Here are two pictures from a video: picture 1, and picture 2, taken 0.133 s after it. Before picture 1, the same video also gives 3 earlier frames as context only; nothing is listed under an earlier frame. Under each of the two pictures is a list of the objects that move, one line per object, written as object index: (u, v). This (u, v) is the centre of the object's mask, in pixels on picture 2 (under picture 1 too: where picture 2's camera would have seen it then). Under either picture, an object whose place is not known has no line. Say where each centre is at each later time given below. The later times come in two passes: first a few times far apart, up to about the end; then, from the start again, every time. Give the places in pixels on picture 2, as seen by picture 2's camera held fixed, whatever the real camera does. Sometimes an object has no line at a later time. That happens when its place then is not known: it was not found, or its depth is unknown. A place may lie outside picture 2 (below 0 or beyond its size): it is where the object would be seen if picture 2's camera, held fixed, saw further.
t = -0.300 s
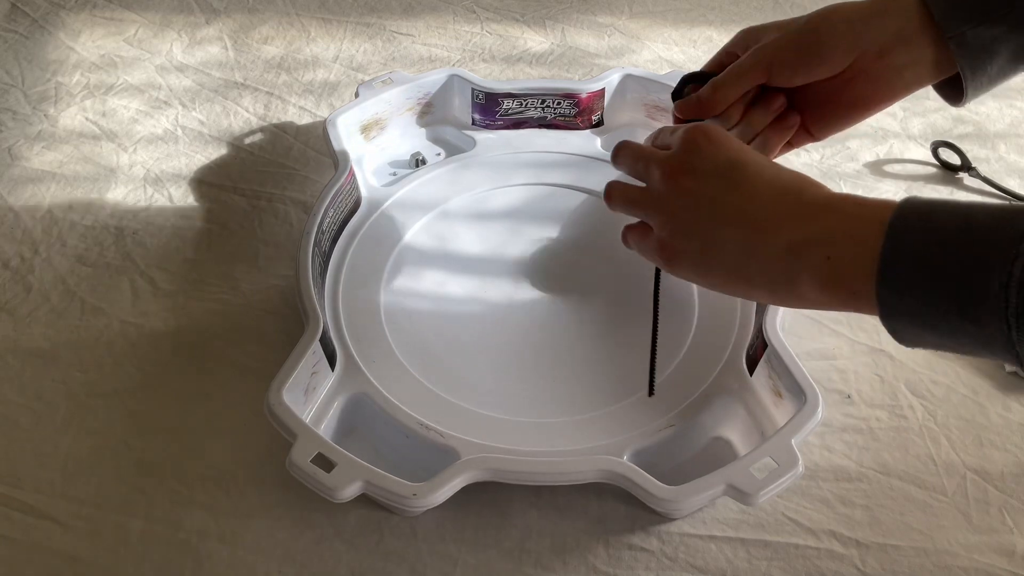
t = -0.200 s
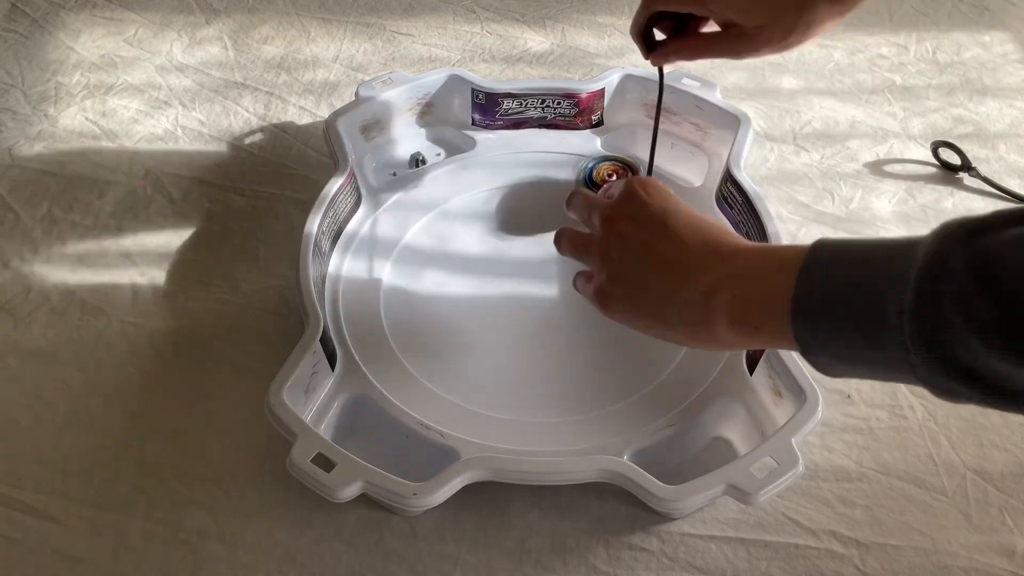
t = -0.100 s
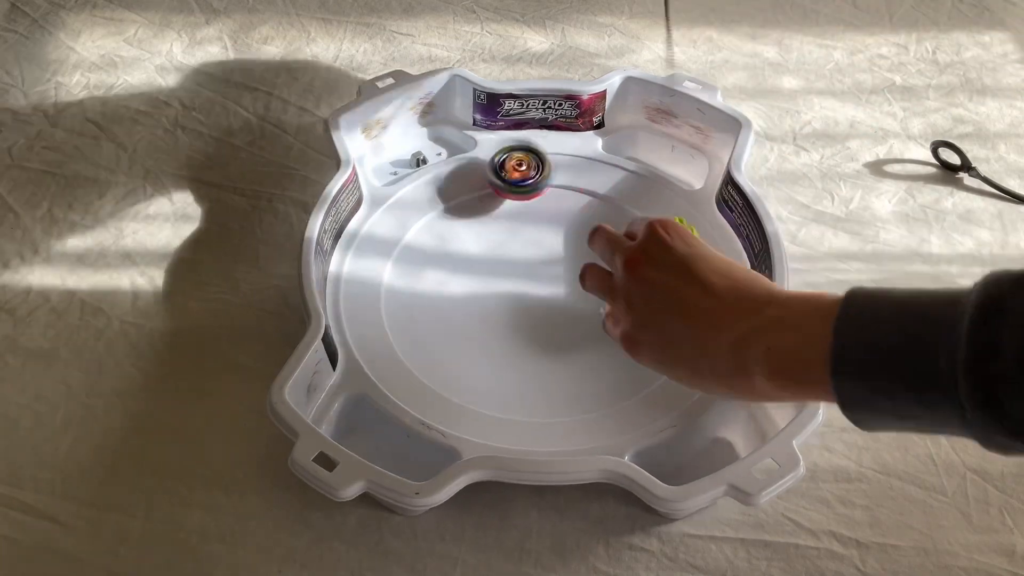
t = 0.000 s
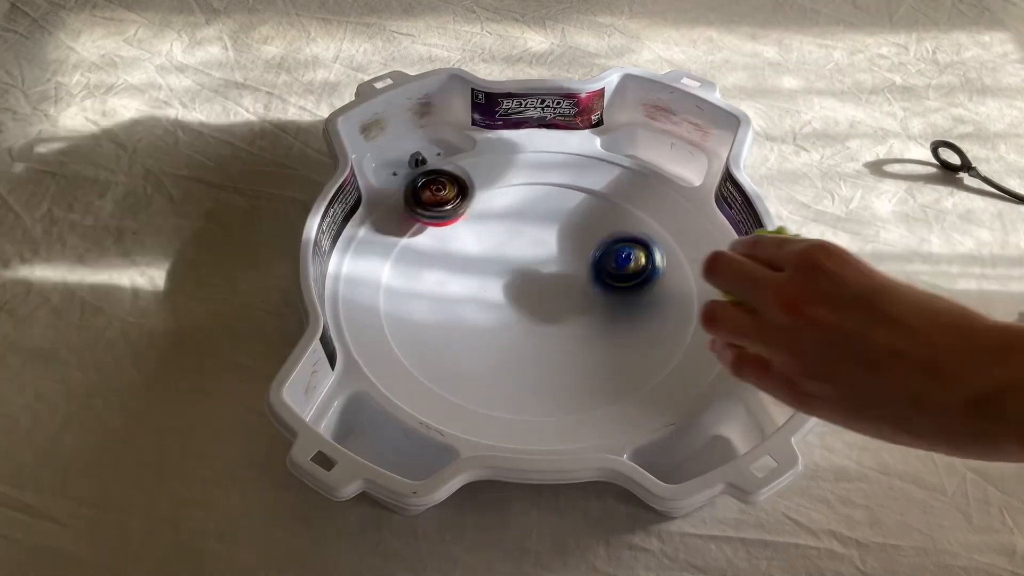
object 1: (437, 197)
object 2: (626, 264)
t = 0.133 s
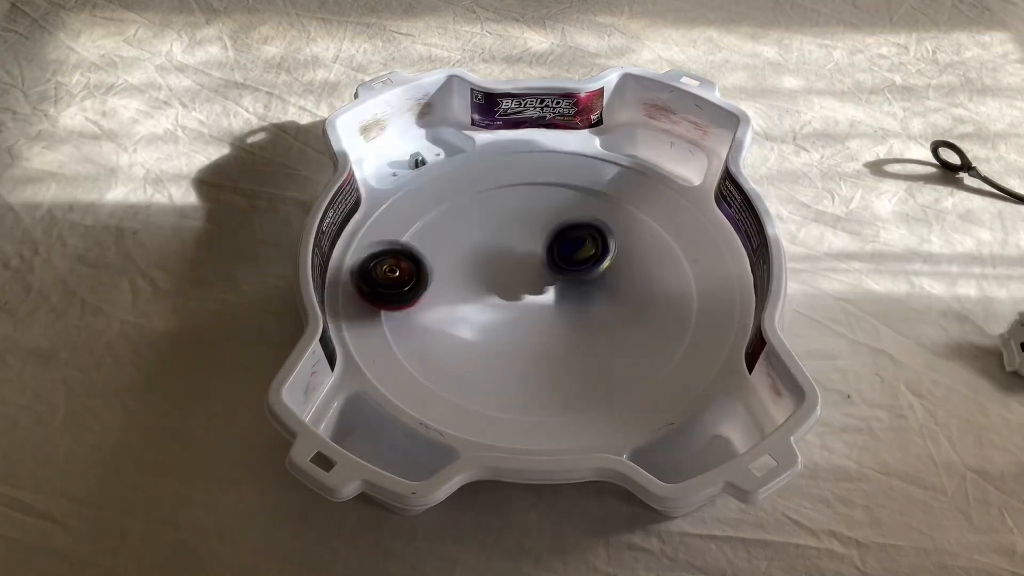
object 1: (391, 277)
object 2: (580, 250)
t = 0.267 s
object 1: (456, 361)
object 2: (526, 265)
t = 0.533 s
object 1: (686, 306)
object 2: (482, 335)
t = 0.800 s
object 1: (559, 169)
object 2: (568, 339)
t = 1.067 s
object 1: (392, 263)
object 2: (616, 274)
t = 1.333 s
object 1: (562, 375)
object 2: (446, 251)
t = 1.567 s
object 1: (684, 253)
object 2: (404, 319)
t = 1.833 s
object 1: (506, 170)
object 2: (598, 364)
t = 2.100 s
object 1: (404, 294)
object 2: (627, 187)
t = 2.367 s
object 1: (607, 352)
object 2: (394, 273)
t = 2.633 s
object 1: (643, 202)
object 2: (659, 352)
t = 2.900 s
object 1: (459, 186)
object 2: (530, 168)
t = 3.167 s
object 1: (494, 380)
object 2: (500, 292)
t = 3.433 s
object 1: (645, 322)
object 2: (616, 271)
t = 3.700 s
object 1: (578, 241)
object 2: (629, 174)
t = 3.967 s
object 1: (441, 278)
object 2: (603, 205)
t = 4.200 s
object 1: (469, 356)
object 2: (597, 288)
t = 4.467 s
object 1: (549, 327)
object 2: (685, 259)
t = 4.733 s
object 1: (470, 247)
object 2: (563, 211)
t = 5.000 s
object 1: (405, 252)
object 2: (559, 290)
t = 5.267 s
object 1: (460, 267)
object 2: (655, 280)
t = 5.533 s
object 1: (440, 194)
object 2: (667, 223)
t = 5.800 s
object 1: (428, 246)
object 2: (625, 321)
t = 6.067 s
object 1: (521, 229)
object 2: (504, 321)
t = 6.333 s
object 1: (550, 179)
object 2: (459, 274)
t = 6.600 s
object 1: (544, 193)
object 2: (493, 265)
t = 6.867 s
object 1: (600, 236)
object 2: (443, 273)
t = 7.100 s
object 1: (626, 237)
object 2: (414, 260)
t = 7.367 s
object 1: (578, 285)
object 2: (503, 242)
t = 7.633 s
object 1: (572, 330)
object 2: (546, 179)
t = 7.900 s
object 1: (543, 301)
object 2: (537, 211)
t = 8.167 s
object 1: (466, 310)
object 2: (604, 267)
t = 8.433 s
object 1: (488, 309)
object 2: (607, 255)
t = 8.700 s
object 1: (418, 224)
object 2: (681, 293)
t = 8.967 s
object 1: (471, 222)
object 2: (592, 298)
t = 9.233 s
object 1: (541, 216)
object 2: (459, 289)
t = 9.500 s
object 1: (600, 229)
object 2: (469, 281)
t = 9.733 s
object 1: (623, 265)
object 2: (533, 261)
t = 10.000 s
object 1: (594, 309)
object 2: (568, 221)
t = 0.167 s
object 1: (397, 301)
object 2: (566, 250)
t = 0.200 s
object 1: (409, 324)
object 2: (552, 254)
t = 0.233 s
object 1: (429, 343)
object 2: (539, 258)
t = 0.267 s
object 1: (456, 361)
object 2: (526, 265)
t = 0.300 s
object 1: (488, 373)
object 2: (514, 273)
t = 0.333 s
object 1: (522, 379)
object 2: (503, 281)
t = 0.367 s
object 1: (557, 380)
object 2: (495, 290)
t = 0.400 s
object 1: (591, 374)
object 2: (486, 301)
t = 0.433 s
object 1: (622, 364)
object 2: (482, 309)
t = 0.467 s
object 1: (650, 349)
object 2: (479, 317)
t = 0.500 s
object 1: (671, 329)
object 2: (479, 328)
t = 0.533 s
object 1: (686, 306)
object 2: (482, 335)
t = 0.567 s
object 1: (694, 282)
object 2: (486, 341)
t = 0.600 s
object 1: (688, 259)
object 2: (493, 345)
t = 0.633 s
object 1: (677, 236)
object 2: (502, 348)
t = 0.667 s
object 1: (662, 216)
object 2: (515, 348)
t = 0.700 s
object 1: (643, 198)
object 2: (527, 348)
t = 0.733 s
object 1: (617, 185)
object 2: (541, 346)
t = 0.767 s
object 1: (589, 175)
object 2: (556, 344)
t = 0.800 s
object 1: (559, 169)
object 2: (568, 339)
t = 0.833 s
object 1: (530, 169)
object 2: (582, 334)
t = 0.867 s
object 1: (502, 172)
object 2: (595, 327)
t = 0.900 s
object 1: (477, 179)
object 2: (606, 321)
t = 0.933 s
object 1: (450, 190)
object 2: (619, 316)
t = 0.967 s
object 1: (428, 204)
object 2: (628, 306)
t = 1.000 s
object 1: (411, 221)
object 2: (630, 295)
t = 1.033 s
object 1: (399, 241)
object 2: (625, 284)
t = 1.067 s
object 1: (392, 263)
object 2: (616, 274)
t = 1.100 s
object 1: (394, 286)
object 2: (602, 264)
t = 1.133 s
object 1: (402, 307)
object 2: (581, 257)
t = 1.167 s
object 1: (416, 330)
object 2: (562, 252)
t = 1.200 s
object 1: (438, 348)
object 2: (537, 247)
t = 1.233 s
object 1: (463, 362)
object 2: (513, 247)
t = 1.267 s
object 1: (495, 372)
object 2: (490, 245)
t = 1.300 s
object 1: (528, 376)
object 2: (466, 249)
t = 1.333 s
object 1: (562, 375)
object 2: (446, 251)
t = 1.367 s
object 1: (595, 368)
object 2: (427, 258)
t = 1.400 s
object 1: (623, 357)
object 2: (411, 265)
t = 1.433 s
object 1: (647, 340)
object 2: (398, 273)
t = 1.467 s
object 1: (666, 320)
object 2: (389, 282)
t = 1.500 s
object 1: (679, 298)
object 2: (388, 294)
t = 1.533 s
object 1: (684, 275)
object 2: (392, 307)
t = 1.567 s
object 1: (684, 253)
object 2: (404, 319)
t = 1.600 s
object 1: (678, 230)
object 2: (419, 330)
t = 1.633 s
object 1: (659, 213)
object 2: (436, 342)
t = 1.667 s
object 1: (638, 198)
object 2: (457, 353)
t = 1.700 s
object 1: (615, 185)
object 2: (478, 362)
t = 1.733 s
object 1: (589, 175)
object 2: (503, 370)
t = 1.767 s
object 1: (560, 169)
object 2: (533, 376)
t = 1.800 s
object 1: (533, 169)
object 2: (566, 373)
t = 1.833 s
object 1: (506, 170)
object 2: (598, 364)
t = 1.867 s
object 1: (480, 177)
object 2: (626, 351)
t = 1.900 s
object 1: (456, 187)
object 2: (647, 331)
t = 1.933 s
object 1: (434, 199)
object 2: (662, 308)
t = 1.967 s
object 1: (418, 215)
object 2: (669, 283)
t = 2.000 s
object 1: (406, 233)
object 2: (666, 258)
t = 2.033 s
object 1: (398, 253)
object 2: (658, 233)
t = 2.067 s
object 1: (398, 273)
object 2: (645, 209)
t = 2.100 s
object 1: (404, 294)
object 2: (627, 187)
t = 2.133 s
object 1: (416, 315)
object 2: (600, 172)
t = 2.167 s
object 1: (433, 333)
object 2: (564, 169)
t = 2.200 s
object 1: (456, 347)
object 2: (529, 165)
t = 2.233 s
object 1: (485, 359)
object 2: (491, 172)
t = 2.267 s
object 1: (515, 365)
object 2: (454, 187)
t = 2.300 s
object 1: (547, 366)
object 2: (423, 209)
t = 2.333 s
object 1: (579, 362)
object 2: (401, 238)
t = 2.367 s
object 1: (607, 352)
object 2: (394, 273)
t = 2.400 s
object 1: (631, 337)
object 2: (398, 308)
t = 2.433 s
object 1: (650, 320)
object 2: (421, 341)
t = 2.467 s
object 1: (663, 299)
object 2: (451, 365)
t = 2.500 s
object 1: (671, 278)
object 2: (495, 382)
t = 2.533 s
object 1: (672, 257)
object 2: (539, 388)
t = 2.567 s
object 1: (667, 237)
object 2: (584, 384)
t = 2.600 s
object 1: (658, 218)
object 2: (626, 373)
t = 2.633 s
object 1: (643, 202)
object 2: (659, 352)
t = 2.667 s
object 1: (627, 187)
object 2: (683, 326)
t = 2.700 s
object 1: (603, 179)
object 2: (694, 295)
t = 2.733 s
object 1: (578, 174)
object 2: (693, 264)
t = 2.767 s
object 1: (553, 170)
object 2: (681, 232)
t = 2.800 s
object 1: (528, 169)
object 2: (658, 205)
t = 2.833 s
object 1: (504, 170)
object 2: (624, 184)
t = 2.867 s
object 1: (481, 176)
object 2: (580, 170)
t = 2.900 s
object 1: (459, 186)
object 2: (530, 168)
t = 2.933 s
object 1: (422, 206)
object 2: (517, 176)
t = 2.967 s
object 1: (396, 235)
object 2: (509, 195)
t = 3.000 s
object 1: (386, 270)
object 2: (501, 217)
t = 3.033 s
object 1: (392, 302)
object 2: (496, 234)
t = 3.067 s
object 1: (409, 331)
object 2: (491, 251)
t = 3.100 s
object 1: (434, 354)
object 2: (491, 267)
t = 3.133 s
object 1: (463, 370)
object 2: (494, 280)
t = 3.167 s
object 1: (494, 380)
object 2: (500, 292)
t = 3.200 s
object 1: (521, 382)
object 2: (508, 303)
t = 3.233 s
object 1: (548, 381)
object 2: (521, 311)
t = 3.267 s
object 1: (571, 373)
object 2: (535, 315)
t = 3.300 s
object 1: (592, 364)
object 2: (547, 315)
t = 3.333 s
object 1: (609, 351)
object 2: (564, 311)
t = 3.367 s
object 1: (625, 344)
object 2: (580, 300)
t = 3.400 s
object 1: (637, 337)
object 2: (597, 287)
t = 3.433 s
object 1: (645, 322)
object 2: (616, 271)
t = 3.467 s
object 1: (650, 310)
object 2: (631, 253)
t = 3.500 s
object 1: (652, 299)
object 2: (646, 236)
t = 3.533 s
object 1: (650, 285)
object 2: (660, 219)
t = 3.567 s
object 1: (642, 273)
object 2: (657, 204)
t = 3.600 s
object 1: (630, 263)
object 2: (649, 196)
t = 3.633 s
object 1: (615, 255)
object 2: (642, 187)
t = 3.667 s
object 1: (597, 247)
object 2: (635, 179)
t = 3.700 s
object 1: (578, 241)
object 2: (629, 174)
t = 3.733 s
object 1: (558, 239)
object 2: (624, 170)
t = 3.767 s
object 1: (539, 239)
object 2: (620, 168)
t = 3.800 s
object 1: (517, 240)
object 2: (616, 169)
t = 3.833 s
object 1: (498, 245)
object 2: (615, 172)
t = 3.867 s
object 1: (481, 250)
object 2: (613, 176)
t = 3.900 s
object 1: (466, 258)
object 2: (610, 185)
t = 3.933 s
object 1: (452, 267)
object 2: (606, 195)
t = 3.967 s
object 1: (441, 278)
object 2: (603, 205)
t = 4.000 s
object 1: (434, 289)
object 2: (600, 217)
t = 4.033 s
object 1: (429, 301)
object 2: (597, 229)
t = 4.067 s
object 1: (429, 313)
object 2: (594, 242)
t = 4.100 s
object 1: (433, 326)
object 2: (594, 256)
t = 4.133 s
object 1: (441, 337)
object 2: (593, 268)
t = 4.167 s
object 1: (453, 347)
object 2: (594, 278)
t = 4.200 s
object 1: (469, 356)
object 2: (597, 288)
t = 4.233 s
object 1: (488, 360)
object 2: (597, 297)
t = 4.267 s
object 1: (508, 361)
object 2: (600, 305)
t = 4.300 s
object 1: (528, 358)
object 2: (604, 310)
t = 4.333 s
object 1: (546, 353)
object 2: (608, 312)
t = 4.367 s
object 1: (545, 352)
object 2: (632, 302)
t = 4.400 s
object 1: (546, 346)
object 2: (654, 289)
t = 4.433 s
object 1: (548, 338)
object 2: (673, 275)
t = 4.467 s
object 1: (549, 327)
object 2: (685, 259)
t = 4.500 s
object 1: (547, 315)
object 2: (672, 246)
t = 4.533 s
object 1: (545, 303)
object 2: (658, 234)
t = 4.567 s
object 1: (540, 290)
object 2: (640, 225)
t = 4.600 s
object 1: (532, 279)
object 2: (620, 219)
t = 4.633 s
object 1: (524, 268)
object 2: (597, 217)
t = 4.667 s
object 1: (512, 258)
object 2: (574, 218)
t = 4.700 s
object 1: (489, 252)
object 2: (569, 213)
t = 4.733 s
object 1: (470, 247)
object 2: (563, 211)
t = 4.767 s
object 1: (452, 244)
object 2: (557, 213)
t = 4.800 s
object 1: (438, 241)
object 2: (549, 221)
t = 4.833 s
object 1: (425, 241)
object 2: (543, 231)
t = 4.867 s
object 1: (414, 239)
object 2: (541, 243)
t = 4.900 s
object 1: (405, 240)
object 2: (541, 255)
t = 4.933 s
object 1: (398, 241)
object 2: (546, 268)
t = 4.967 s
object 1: (402, 247)
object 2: (552, 280)
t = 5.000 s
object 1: (405, 252)
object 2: (559, 290)
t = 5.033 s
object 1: (410, 257)
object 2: (570, 299)
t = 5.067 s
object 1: (414, 260)
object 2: (582, 305)
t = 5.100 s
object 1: (418, 262)
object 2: (595, 308)
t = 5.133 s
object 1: (424, 265)
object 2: (610, 309)
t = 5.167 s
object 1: (429, 266)
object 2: (622, 306)
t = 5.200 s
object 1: (438, 267)
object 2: (636, 300)
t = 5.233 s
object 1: (449, 269)
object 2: (648, 291)
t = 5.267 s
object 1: (460, 267)
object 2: (655, 280)
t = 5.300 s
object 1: (473, 264)
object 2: (659, 266)
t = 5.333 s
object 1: (484, 259)
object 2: (656, 252)
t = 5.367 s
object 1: (495, 252)
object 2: (645, 240)
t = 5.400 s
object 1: (504, 245)
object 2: (629, 229)
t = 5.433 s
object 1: (511, 237)
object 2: (609, 223)
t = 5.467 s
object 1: (508, 227)
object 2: (598, 220)
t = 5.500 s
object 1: (471, 209)
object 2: (636, 222)
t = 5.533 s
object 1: (440, 194)
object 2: (667, 223)
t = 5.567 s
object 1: (428, 193)
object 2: (674, 234)
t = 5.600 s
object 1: (420, 199)
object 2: (677, 254)
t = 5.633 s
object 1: (413, 207)
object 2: (674, 269)
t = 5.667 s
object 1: (410, 213)
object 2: (669, 281)
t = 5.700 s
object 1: (411, 223)
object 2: (661, 295)
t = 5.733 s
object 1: (415, 234)
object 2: (650, 305)
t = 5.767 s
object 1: (420, 240)
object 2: (638, 314)
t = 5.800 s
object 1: (428, 246)
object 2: (625, 321)
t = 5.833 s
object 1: (438, 250)
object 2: (610, 328)
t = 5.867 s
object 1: (450, 253)
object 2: (593, 332)
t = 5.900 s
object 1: (463, 252)
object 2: (577, 334)
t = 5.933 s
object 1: (475, 250)
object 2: (561, 333)
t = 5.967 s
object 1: (489, 247)
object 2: (546, 332)
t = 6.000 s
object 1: (501, 242)
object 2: (531, 329)
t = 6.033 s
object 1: (511, 236)
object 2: (518, 326)
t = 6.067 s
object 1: (521, 229)
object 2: (504, 321)
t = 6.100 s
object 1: (529, 222)
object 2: (493, 316)
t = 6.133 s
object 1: (535, 215)
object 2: (482, 310)
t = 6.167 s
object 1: (540, 208)
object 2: (473, 304)
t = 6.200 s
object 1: (543, 201)
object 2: (467, 298)
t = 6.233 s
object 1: (547, 194)
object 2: (461, 290)
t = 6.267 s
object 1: (548, 189)
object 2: (458, 285)
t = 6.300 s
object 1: (548, 184)
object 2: (457, 279)
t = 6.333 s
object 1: (550, 179)
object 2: (459, 274)
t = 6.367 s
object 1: (551, 175)
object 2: (461, 272)
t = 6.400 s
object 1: (552, 171)
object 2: (465, 270)
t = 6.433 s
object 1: (552, 169)
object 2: (469, 269)
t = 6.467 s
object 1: (550, 169)
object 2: (474, 268)
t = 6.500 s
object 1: (549, 171)
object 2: (479, 267)
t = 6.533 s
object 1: (547, 176)
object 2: (484, 266)
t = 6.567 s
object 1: (545, 183)
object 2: (488, 267)
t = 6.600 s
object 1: (544, 193)
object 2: (493, 265)
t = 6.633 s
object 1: (543, 204)
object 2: (497, 264)
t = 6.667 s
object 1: (542, 217)
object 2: (499, 263)
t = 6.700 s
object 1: (551, 221)
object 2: (489, 269)
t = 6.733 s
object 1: (564, 225)
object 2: (480, 273)
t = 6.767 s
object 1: (573, 230)
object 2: (468, 277)
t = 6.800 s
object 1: (583, 232)
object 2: (460, 278)
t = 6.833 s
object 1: (592, 235)
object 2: (451, 276)
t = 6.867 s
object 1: (600, 236)
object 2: (443, 273)
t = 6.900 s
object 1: (609, 237)
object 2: (434, 269)
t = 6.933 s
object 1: (615, 237)
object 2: (426, 267)
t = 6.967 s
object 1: (622, 236)
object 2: (420, 264)
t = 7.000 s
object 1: (626, 236)
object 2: (414, 263)
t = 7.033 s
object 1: (628, 235)
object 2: (411, 260)
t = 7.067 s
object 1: (629, 235)
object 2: (411, 260)
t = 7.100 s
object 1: (626, 237)
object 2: (414, 260)
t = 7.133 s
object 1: (621, 238)
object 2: (419, 260)
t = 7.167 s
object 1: (615, 242)
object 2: (425, 259)
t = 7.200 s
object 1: (607, 248)
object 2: (436, 260)
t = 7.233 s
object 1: (601, 254)
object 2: (446, 259)
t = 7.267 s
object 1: (594, 261)
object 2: (462, 258)
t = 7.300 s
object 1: (588, 269)
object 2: (475, 254)
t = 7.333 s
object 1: (583, 277)
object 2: (490, 248)
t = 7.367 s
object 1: (578, 285)
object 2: (503, 242)
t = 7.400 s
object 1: (574, 293)
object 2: (514, 234)
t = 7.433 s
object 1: (572, 300)
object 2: (523, 227)
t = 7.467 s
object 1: (569, 306)
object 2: (530, 218)
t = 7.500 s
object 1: (568, 314)
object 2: (537, 209)
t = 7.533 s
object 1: (568, 318)
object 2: (542, 202)
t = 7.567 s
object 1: (569, 324)
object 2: (544, 193)
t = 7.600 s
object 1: (570, 328)
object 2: (546, 186)
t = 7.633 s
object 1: (572, 330)
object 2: (546, 179)
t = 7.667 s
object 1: (574, 331)
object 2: (545, 176)
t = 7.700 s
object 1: (576, 330)
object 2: (545, 175)
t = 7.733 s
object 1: (576, 327)
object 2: (544, 176)
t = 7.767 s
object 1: (573, 322)
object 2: (543, 178)
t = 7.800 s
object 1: (569, 316)
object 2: (541, 182)
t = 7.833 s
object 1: (561, 311)
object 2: (539, 190)
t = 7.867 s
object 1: (553, 305)
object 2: (538, 199)
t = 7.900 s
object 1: (543, 301)
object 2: (537, 211)
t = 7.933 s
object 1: (533, 296)
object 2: (537, 224)
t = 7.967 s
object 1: (521, 295)
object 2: (542, 234)
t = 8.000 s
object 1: (508, 298)
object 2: (551, 241)
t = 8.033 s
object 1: (497, 301)
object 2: (560, 248)
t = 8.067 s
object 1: (487, 303)
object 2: (570, 253)
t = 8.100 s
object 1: (479, 305)
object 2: (581, 259)
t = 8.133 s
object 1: (471, 308)
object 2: (593, 264)
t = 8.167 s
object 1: (466, 310)
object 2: (604, 267)
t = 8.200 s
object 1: (462, 313)
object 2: (613, 267)
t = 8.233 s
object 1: (459, 316)
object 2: (622, 266)
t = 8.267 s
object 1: (458, 319)
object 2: (629, 263)
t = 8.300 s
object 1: (461, 321)
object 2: (632, 259)
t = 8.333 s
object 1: (467, 322)
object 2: (630, 256)
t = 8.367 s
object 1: (474, 320)
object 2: (625, 255)
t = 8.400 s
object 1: (482, 316)
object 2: (616, 255)
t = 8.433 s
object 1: (488, 309)
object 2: (607, 255)
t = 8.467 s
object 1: (492, 302)
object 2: (595, 258)
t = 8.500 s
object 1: (496, 294)
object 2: (581, 262)
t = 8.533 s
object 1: (497, 285)
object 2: (573, 267)
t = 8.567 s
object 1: (472, 270)
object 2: (605, 278)
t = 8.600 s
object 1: (452, 254)
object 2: (634, 282)
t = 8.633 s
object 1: (436, 241)
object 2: (659, 284)
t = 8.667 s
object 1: (425, 232)
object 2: (677, 288)
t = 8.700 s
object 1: (418, 224)
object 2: (681, 293)
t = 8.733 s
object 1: (414, 219)
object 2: (677, 292)
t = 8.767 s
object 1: (420, 220)
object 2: (671, 297)
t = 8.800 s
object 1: (427, 220)
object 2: (661, 299)
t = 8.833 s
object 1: (435, 221)
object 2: (650, 297)
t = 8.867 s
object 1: (443, 222)
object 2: (636, 301)
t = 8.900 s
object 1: (453, 222)
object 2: (623, 300)
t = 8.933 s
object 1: (462, 222)
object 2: (608, 301)
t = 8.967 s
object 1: (471, 222)
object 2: (592, 298)
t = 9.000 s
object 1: (481, 222)
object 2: (573, 298)
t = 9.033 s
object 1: (490, 221)
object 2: (554, 296)
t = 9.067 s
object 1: (499, 221)
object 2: (535, 293)
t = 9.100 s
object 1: (508, 219)
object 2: (516, 294)
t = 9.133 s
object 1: (517, 218)
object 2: (497, 293)
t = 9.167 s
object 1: (525, 217)
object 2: (484, 290)
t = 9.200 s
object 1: (533, 216)
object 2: (470, 290)
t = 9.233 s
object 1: (541, 216)
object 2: (459, 289)
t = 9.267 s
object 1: (550, 216)
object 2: (453, 289)
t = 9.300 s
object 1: (557, 216)
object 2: (448, 288)
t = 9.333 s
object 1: (566, 218)
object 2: (447, 288)
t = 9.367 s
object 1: (573, 218)
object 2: (448, 286)
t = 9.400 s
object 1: (581, 220)
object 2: (452, 286)
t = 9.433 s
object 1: (587, 222)
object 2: (457, 281)
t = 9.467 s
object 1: (594, 225)
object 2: (463, 282)
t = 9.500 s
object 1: (600, 229)
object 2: (469, 281)
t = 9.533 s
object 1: (606, 233)
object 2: (477, 278)
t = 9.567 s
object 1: (611, 237)
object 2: (483, 281)
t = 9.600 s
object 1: (614, 242)
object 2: (492, 277)
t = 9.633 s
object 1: (618, 248)
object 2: (501, 274)
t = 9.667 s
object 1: (620, 254)
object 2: (512, 270)
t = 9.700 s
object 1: (622, 259)
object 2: (523, 266)
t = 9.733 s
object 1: (623, 265)
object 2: (533, 261)
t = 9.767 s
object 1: (622, 271)
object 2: (543, 257)
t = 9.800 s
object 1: (620, 277)
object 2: (551, 251)
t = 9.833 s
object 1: (618, 284)
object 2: (559, 244)
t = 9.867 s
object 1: (616, 290)
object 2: (564, 238)
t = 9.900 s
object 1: (611, 296)
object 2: (568, 232)
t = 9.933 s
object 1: (606, 300)
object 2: (570, 227)
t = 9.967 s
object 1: (600, 305)
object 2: (569, 223)
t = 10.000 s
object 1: (594, 309)
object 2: (568, 221)
